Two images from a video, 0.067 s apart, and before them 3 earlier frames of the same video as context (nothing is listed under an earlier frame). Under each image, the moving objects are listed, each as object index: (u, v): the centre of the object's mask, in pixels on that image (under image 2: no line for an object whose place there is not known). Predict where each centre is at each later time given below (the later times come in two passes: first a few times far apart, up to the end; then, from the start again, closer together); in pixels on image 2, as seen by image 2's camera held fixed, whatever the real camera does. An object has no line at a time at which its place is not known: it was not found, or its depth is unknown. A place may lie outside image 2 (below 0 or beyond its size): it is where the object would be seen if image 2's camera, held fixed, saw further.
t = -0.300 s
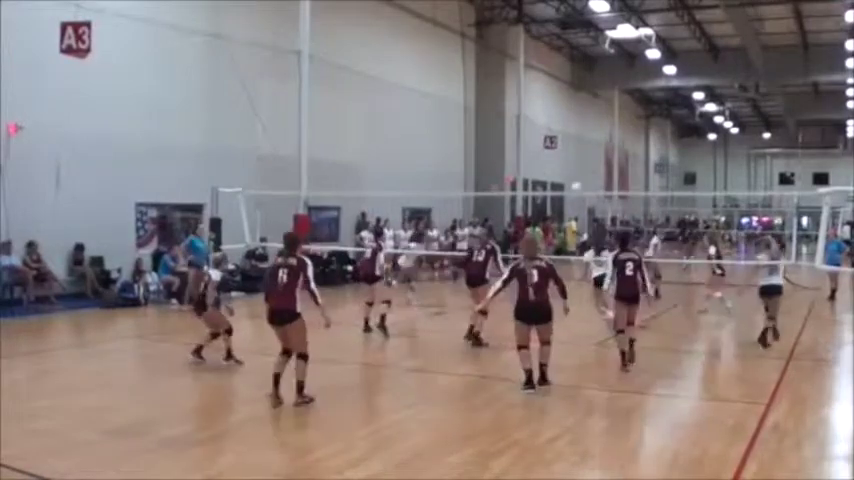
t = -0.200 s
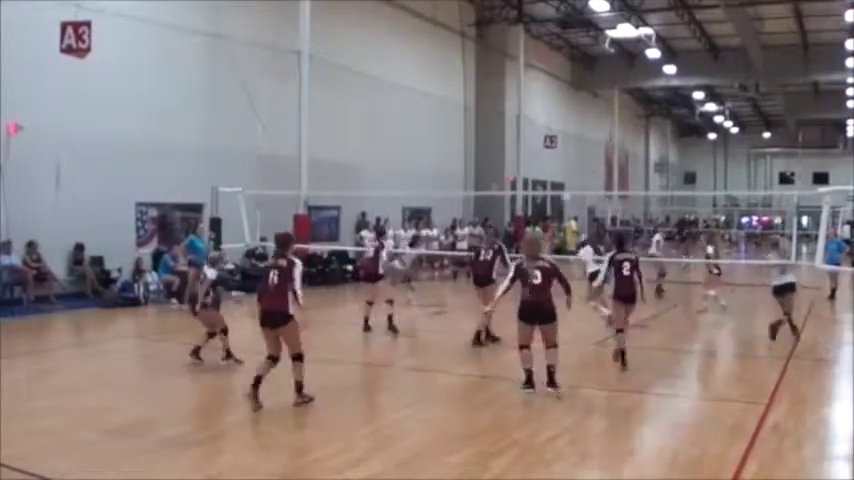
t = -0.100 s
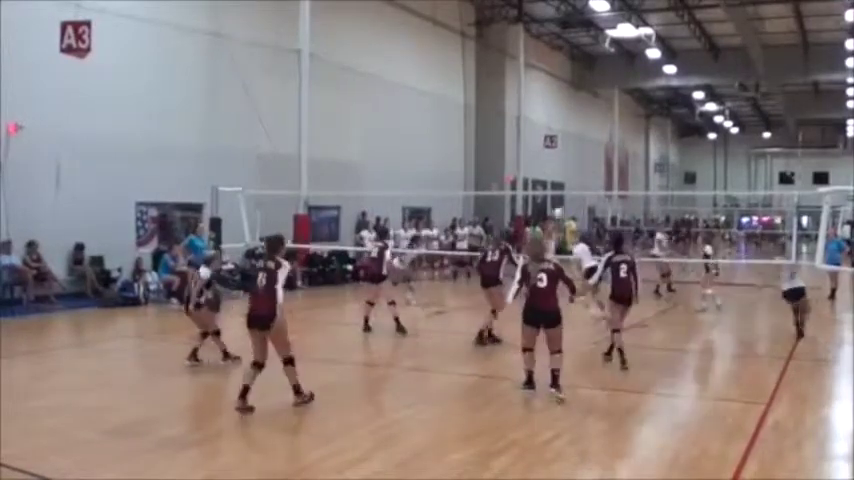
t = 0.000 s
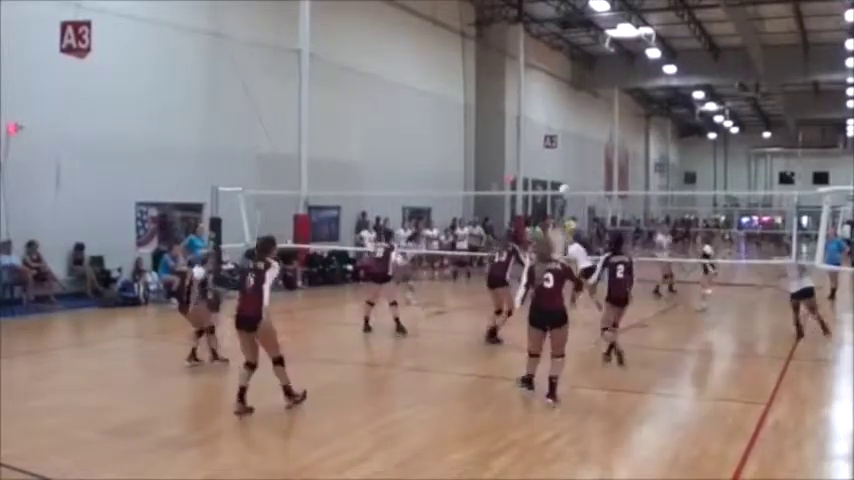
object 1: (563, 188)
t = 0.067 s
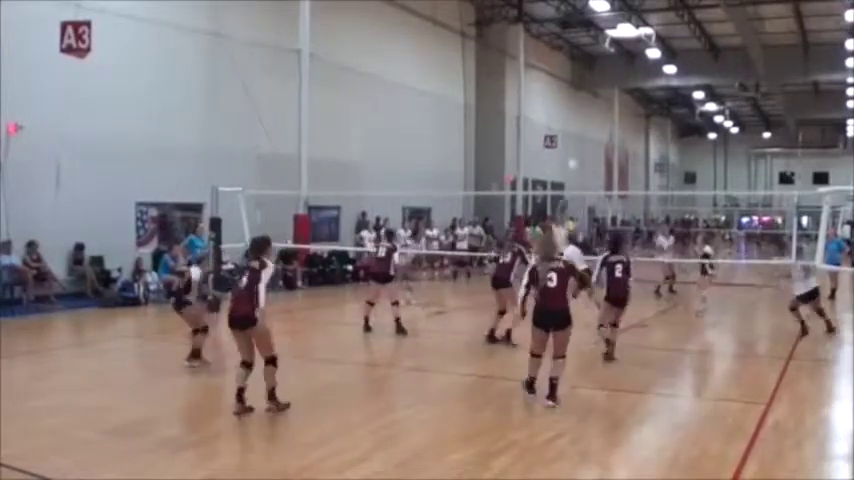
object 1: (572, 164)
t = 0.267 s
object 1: (595, 106)
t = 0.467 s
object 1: (620, 65)
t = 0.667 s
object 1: (643, 44)
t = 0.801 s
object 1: (661, 41)
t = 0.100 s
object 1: (576, 152)
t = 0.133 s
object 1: (579, 143)
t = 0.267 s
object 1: (595, 106)
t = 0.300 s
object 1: (600, 97)
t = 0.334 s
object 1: (603, 90)
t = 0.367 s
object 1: (607, 83)
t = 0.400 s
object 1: (612, 76)
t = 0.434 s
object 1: (615, 70)
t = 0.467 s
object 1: (620, 65)
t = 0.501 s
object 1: (624, 60)
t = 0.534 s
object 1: (628, 56)
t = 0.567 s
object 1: (632, 52)
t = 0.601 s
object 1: (635, 48)
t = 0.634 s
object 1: (639, 46)
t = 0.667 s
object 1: (643, 44)
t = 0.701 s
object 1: (648, 41)
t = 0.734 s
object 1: (653, 40)
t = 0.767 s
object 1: (659, 40)
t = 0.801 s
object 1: (661, 41)
